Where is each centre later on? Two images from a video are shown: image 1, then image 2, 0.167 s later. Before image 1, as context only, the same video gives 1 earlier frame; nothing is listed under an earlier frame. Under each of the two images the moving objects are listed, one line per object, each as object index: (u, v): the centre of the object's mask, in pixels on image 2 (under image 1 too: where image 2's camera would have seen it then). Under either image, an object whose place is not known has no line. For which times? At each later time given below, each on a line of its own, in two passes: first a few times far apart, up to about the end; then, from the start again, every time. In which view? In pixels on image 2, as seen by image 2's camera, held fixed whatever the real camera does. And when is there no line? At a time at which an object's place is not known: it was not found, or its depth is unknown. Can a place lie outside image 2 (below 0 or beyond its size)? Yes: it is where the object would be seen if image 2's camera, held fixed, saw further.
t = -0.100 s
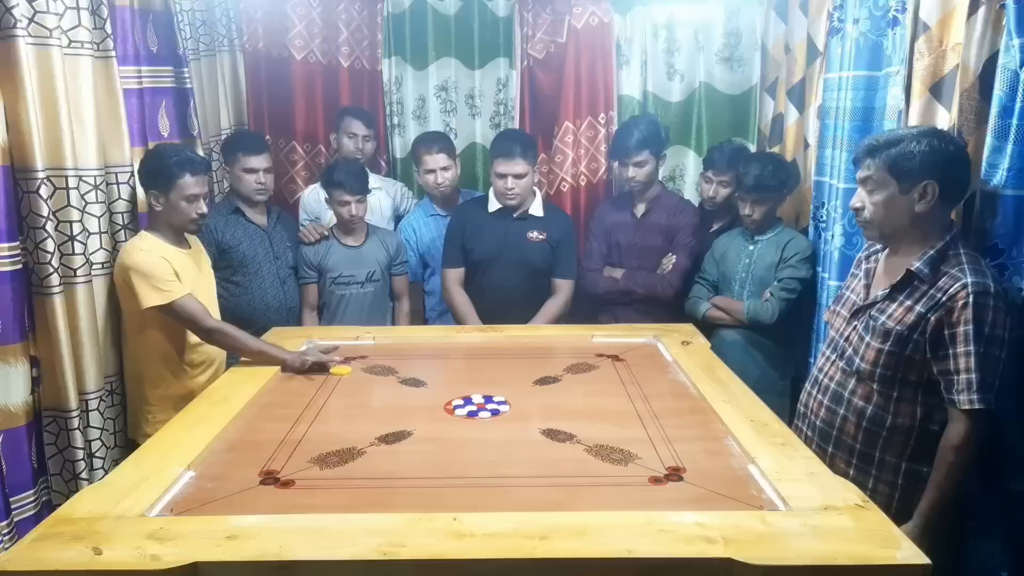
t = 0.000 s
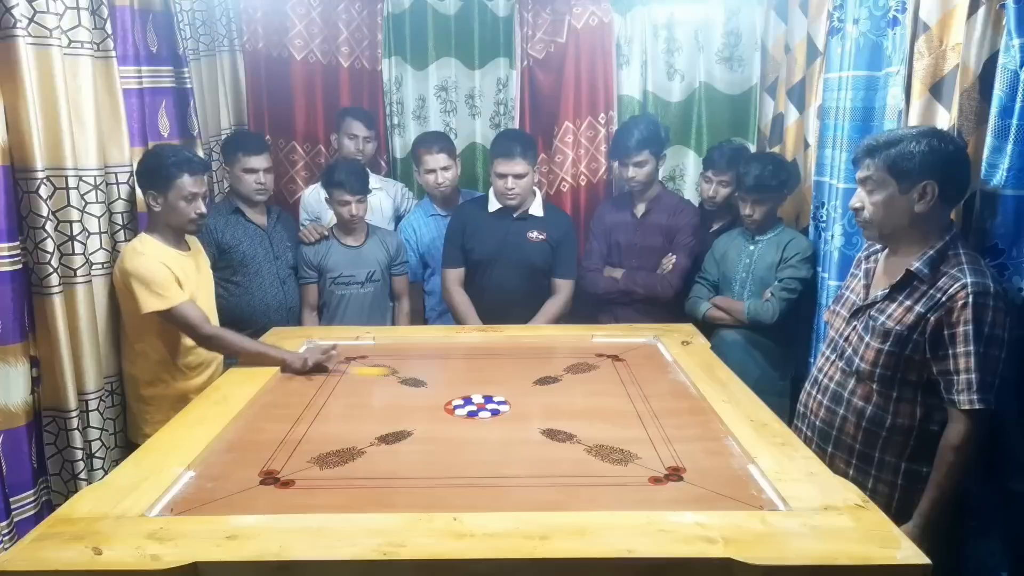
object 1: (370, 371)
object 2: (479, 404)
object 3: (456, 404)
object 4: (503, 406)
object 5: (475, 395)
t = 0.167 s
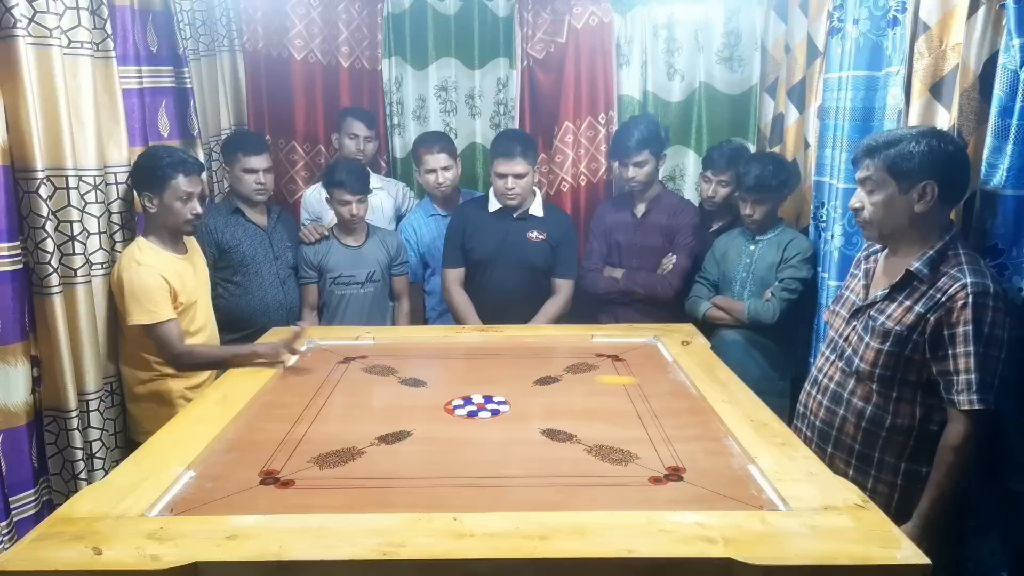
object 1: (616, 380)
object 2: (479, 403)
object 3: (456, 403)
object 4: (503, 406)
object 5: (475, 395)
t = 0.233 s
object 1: (655, 385)
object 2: (479, 404)
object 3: (456, 403)
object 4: (503, 406)
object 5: (475, 395)
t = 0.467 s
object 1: (497, 389)
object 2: (463, 411)
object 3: (432, 403)
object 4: (517, 414)
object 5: (450, 386)
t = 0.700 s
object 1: (460, 374)
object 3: (366, 408)
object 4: (542, 425)
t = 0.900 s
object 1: (439, 365)
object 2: (336, 461)
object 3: (335, 409)
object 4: (547, 428)
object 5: (368, 356)
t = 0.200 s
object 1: (664, 382)
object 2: (479, 403)
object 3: (456, 403)
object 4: (503, 406)
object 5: (476, 395)
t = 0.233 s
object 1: (655, 385)
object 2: (479, 404)
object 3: (456, 403)
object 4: (503, 406)
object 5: (475, 395)
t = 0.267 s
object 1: (625, 387)
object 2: (479, 404)
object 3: (456, 403)
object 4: (504, 406)
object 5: (476, 395)
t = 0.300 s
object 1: (593, 389)
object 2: (479, 404)
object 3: (456, 403)
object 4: (504, 405)
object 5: (475, 395)
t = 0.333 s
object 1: (563, 392)
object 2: (479, 403)
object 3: (456, 403)
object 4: (504, 406)
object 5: (476, 395)
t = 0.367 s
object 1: (532, 394)
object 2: (479, 403)
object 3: (456, 403)
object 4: (504, 405)
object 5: (475, 395)
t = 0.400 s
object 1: (511, 395)
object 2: (477, 404)
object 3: (453, 405)
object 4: (504, 406)
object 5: (471, 394)
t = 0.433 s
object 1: (504, 392)
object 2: (467, 412)
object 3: (444, 402)
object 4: (511, 412)
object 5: (460, 391)
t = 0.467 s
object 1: (497, 389)
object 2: (463, 411)
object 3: (432, 403)
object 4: (517, 414)
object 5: (450, 386)
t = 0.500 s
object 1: (491, 387)
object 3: (419, 405)
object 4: (522, 416)
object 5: (441, 383)
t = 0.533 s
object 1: (485, 384)
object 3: (409, 405)
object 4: (527, 418)
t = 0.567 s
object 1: (479, 382)
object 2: (425, 427)
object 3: (399, 406)
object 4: (531, 420)
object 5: (425, 378)
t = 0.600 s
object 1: (475, 380)
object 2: (415, 431)
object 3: (390, 407)
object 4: (534, 422)
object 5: (418, 375)
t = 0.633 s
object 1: (469, 378)
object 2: (407, 435)
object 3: (381, 407)
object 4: (537, 423)
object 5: (412, 372)
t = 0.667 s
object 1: (465, 376)
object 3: (374, 408)
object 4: (540, 424)
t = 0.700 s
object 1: (460, 374)
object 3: (366, 408)
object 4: (542, 425)
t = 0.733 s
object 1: (456, 372)
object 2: (378, 446)
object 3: (360, 408)
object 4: (543, 426)
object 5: (393, 366)
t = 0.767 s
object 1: (452, 371)
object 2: (369, 449)
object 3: (354, 409)
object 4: (545, 427)
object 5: (388, 363)
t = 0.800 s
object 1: (449, 369)
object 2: (360, 452)
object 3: (348, 409)
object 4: (546, 427)
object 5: (383, 362)
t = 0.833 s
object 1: (445, 368)
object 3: (343, 409)
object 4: (546, 427)
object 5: (378, 360)
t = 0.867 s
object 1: (442, 367)
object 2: (344, 458)
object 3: (339, 409)
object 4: (546, 428)
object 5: (373, 358)
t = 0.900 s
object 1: (439, 365)
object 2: (336, 461)
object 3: (335, 409)
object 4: (547, 428)
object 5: (368, 356)
